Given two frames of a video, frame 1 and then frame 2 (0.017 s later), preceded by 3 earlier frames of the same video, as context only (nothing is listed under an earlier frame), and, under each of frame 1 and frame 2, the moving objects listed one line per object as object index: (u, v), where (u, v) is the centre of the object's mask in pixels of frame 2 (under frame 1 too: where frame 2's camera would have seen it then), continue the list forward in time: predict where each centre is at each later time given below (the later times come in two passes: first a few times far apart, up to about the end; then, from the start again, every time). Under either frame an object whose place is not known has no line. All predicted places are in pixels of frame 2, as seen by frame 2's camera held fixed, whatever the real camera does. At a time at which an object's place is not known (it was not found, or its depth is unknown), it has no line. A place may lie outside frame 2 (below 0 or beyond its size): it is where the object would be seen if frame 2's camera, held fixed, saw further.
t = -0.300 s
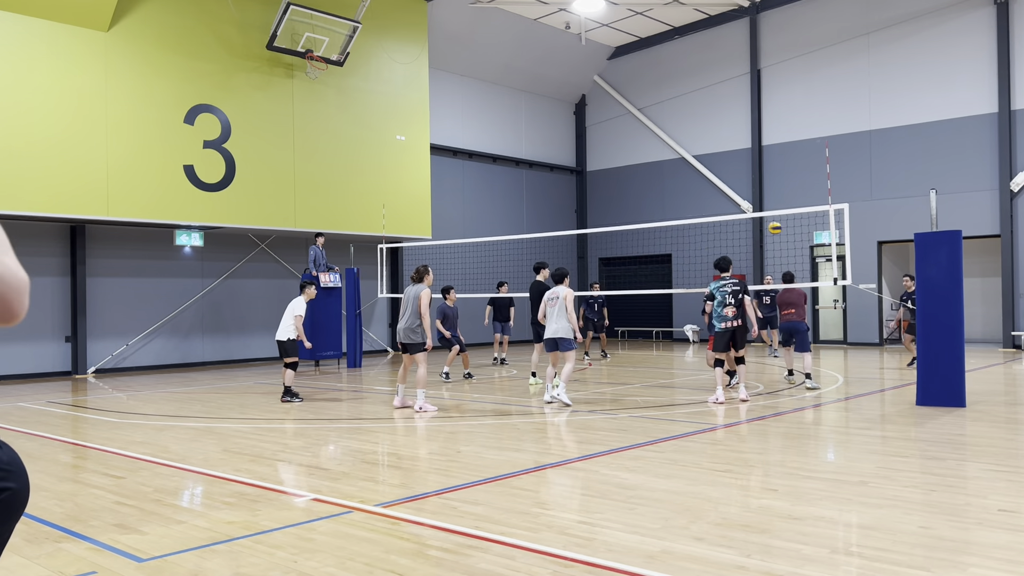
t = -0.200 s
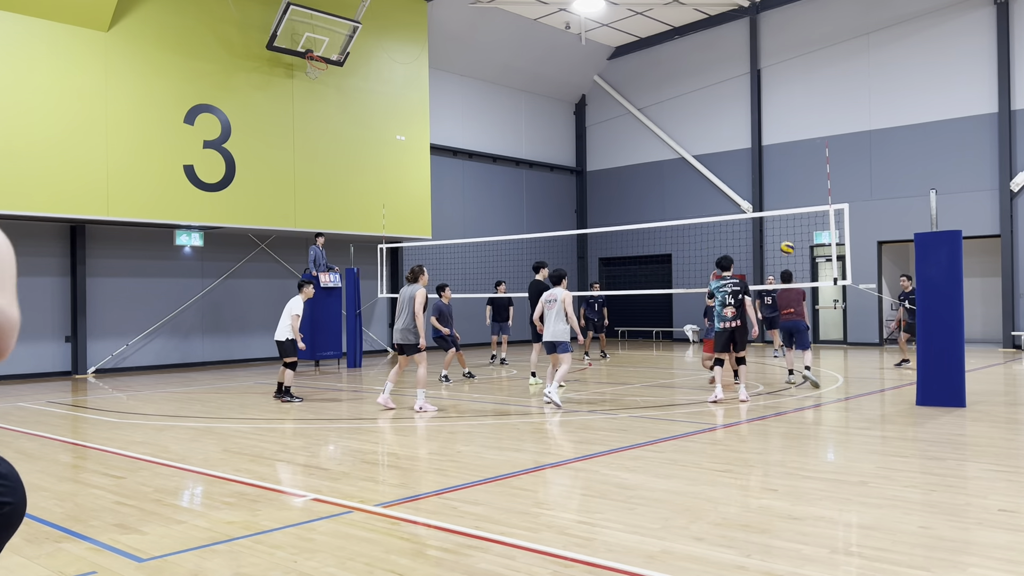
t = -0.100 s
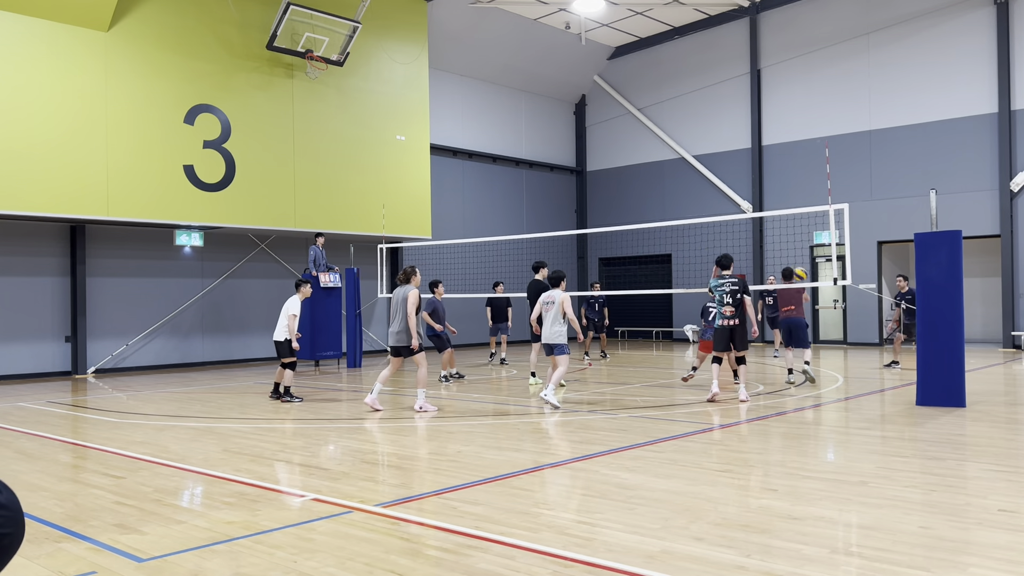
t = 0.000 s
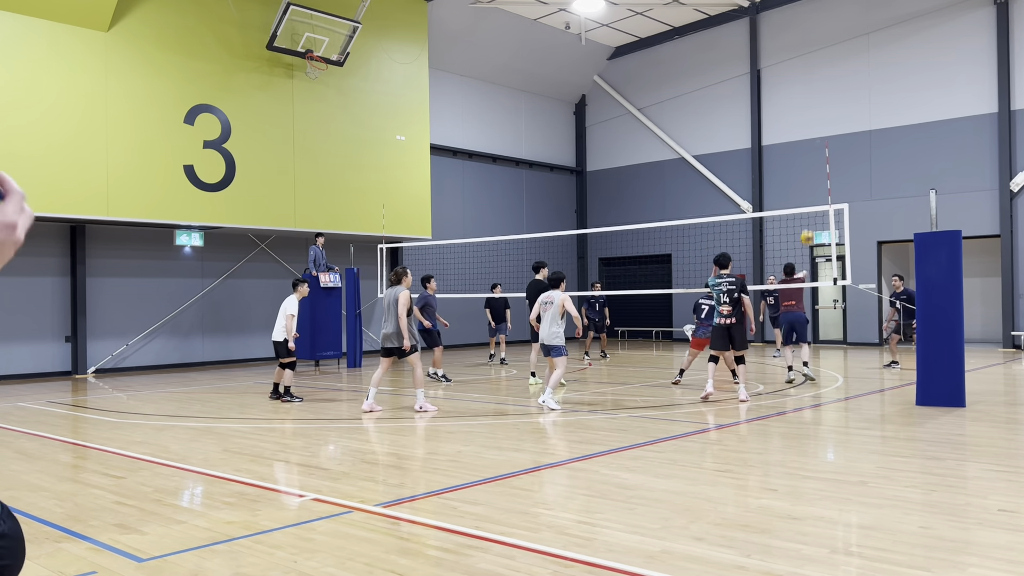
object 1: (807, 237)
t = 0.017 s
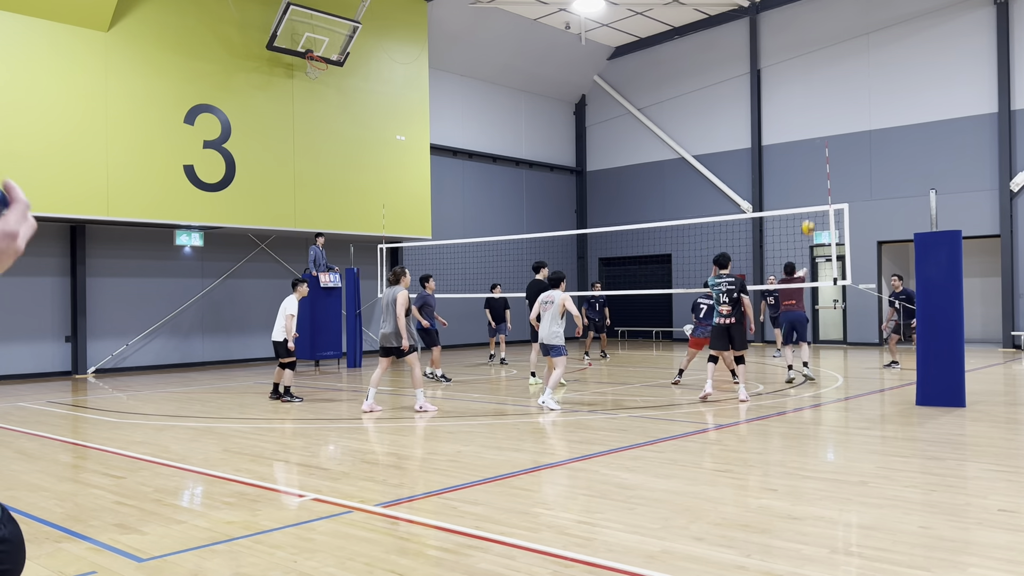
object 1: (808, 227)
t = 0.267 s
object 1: (818, 113)
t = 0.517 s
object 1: (829, 45)
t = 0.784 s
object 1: (841, 16)
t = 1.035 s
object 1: (851, 25)
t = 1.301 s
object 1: (862, 71)
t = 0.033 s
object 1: (808, 219)
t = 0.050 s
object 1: (809, 214)
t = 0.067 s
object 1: (810, 200)
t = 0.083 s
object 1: (810, 192)
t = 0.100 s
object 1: (811, 184)
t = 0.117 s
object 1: (812, 176)
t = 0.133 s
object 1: (812, 168)
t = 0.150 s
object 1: (813, 161)
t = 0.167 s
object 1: (813, 153)
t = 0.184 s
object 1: (814, 146)
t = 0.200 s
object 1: (815, 139)
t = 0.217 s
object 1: (816, 132)
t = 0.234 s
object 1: (816, 126)
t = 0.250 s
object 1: (817, 119)
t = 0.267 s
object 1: (818, 113)
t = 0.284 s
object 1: (819, 107)
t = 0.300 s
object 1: (820, 101)
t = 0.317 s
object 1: (821, 96)
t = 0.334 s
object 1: (821, 91)
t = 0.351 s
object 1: (822, 86)
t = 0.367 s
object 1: (823, 81)
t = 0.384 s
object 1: (823, 76)
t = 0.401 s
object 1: (824, 72)
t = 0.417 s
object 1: (825, 67)
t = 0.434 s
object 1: (825, 63)
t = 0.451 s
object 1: (826, 59)
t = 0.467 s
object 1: (827, 55)
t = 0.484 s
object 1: (828, 52)
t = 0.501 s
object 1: (828, 48)
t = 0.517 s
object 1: (829, 45)
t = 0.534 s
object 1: (830, 42)
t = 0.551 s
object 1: (831, 39)
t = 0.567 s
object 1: (831, 36)
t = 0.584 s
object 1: (832, 34)
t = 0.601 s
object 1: (833, 31)
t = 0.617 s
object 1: (834, 29)
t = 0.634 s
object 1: (834, 27)
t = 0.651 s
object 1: (835, 25)
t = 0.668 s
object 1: (836, 24)
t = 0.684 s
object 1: (836, 22)
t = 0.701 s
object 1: (837, 21)
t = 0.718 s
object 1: (838, 19)
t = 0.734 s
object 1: (839, 18)
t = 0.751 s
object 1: (839, 17)
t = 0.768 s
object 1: (840, 16)
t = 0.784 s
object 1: (841, 16)
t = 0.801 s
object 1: (842, 15)
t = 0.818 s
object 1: (842, 15)
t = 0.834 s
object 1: (843, 15)
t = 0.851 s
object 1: (844, 15)
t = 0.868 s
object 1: (845, 15)
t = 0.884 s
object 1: (845, 15)
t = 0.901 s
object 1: (846, 16)
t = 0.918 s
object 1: (847, 17)
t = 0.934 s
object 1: (847, 18)
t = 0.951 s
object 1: (848, 18)
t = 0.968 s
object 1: (849, 19)
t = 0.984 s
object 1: (850, 21)
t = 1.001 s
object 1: (850, 22)
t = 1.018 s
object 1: (851, 23)
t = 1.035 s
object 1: (851, 25)
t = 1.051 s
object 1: (852, 27)
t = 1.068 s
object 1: (853, 29)
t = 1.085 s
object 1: (854, 31)
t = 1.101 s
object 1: (854, 33)
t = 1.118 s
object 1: (855, 36)
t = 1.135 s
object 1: (856, 38)
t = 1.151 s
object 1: (856, 41)
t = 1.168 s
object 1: (857, 43)
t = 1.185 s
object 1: (858, 46)
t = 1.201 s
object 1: (858, 49)
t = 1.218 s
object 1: (859, 53)
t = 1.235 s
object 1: (860, 56)
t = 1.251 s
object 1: (861, 60)
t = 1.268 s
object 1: (861, 63)
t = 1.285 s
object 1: (862, 67)
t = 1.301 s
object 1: (862, 71)
